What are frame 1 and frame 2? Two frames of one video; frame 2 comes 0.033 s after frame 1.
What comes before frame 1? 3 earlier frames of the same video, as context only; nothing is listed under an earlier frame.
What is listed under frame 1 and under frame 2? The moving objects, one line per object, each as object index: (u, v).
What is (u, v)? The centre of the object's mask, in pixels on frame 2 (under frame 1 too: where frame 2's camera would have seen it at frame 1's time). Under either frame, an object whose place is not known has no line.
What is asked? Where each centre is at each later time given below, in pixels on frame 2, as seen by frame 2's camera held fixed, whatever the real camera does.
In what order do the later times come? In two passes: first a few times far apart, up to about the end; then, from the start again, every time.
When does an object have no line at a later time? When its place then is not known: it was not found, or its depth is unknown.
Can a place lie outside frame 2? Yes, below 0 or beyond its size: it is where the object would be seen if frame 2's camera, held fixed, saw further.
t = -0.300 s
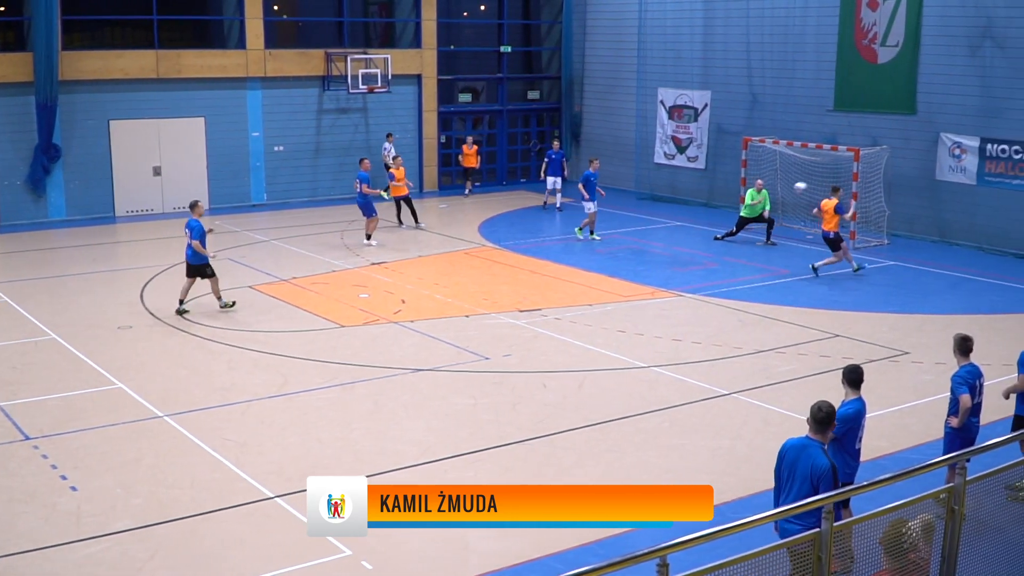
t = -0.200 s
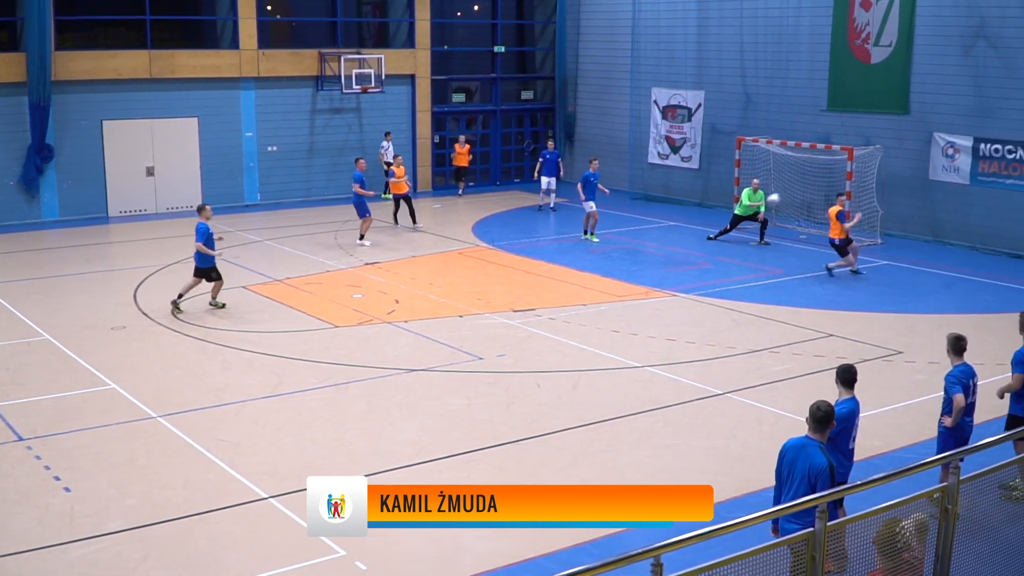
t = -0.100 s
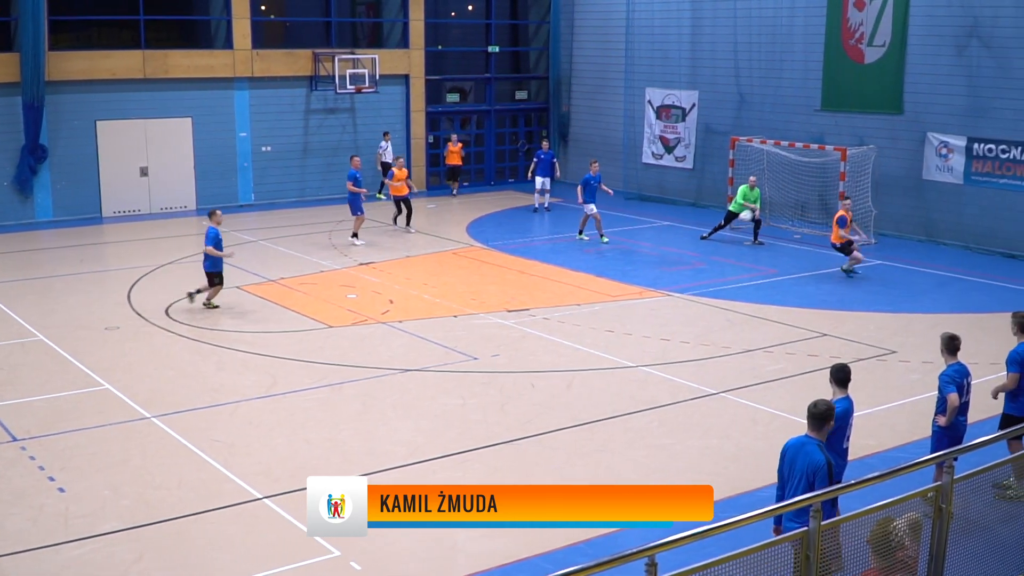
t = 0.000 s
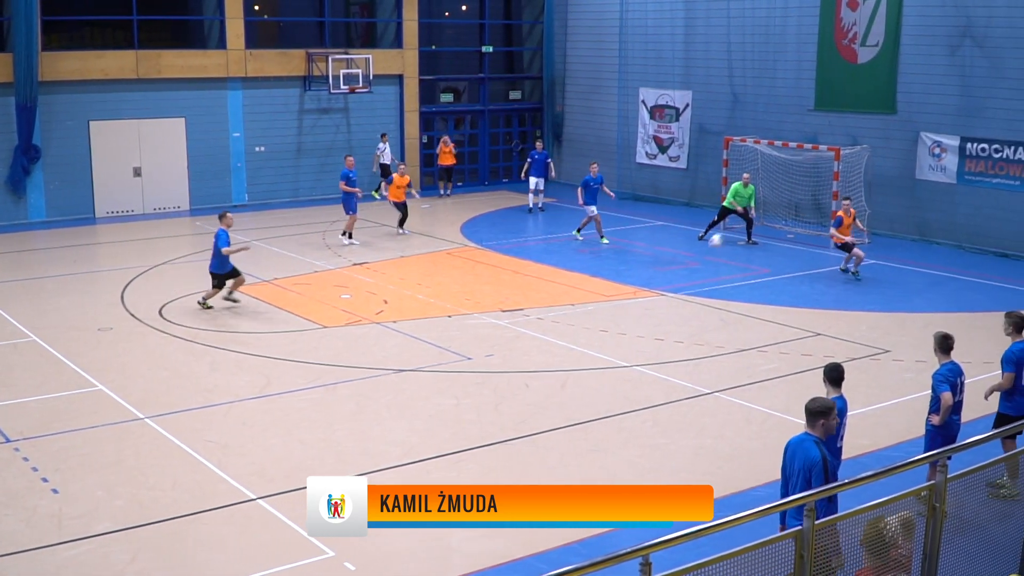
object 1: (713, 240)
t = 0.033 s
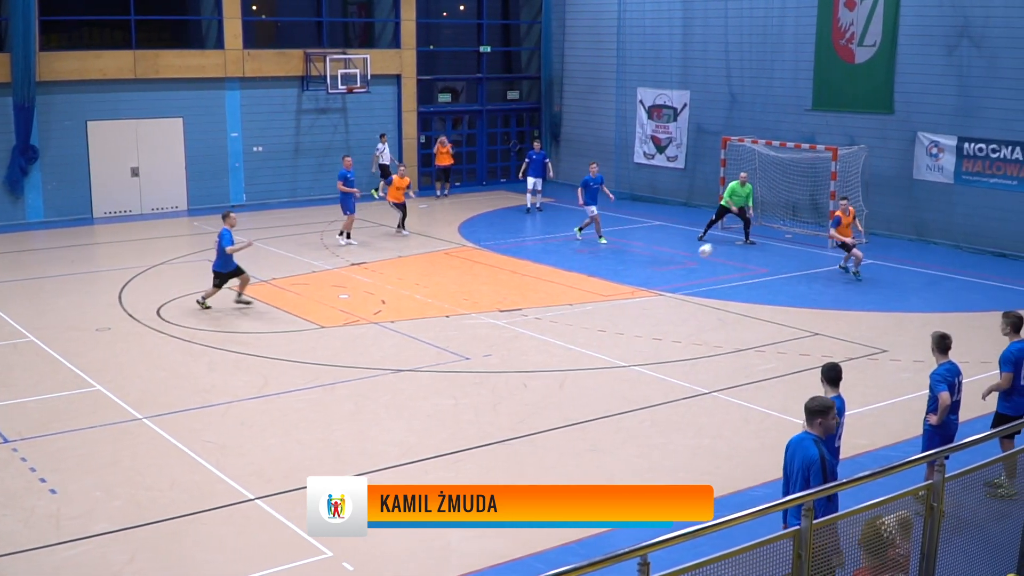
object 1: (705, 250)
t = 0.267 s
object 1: (652, 303)
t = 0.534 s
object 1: (609, 306)
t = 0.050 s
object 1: (701, 255)
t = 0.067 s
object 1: (697, 259)
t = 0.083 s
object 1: (693, 266)
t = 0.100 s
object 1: (688, 271)
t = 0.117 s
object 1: (684, 276)
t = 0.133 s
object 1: (680, 283)
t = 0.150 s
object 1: (676, 288)
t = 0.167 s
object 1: (672, 295)
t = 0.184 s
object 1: (667, 304)
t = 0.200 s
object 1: (662, 310)
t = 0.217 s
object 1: (659, 308)
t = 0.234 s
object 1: (656, 306)
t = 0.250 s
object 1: (654, 304)
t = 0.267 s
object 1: (652, 303)
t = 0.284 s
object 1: (650, 302)
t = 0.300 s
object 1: (646, 301)
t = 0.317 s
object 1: (644, 301)
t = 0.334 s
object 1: (642, 300)
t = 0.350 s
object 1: (639, 299)
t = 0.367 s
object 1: (637, 299)
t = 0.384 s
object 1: (633, 299)
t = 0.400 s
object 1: (631, 299)
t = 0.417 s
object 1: (628, 299)
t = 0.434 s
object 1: (626, 300)
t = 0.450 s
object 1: (623, 300)
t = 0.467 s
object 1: (620, 302)
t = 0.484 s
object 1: (617, 302)
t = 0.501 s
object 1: (615, 303)
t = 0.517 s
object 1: (612, 305)
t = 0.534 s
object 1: (609, 306)
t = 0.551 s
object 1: (605, 308)
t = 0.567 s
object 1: (603, 310)
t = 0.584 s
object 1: (600, 313)
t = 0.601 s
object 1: (597, 315)
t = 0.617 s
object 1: (594, 318)
